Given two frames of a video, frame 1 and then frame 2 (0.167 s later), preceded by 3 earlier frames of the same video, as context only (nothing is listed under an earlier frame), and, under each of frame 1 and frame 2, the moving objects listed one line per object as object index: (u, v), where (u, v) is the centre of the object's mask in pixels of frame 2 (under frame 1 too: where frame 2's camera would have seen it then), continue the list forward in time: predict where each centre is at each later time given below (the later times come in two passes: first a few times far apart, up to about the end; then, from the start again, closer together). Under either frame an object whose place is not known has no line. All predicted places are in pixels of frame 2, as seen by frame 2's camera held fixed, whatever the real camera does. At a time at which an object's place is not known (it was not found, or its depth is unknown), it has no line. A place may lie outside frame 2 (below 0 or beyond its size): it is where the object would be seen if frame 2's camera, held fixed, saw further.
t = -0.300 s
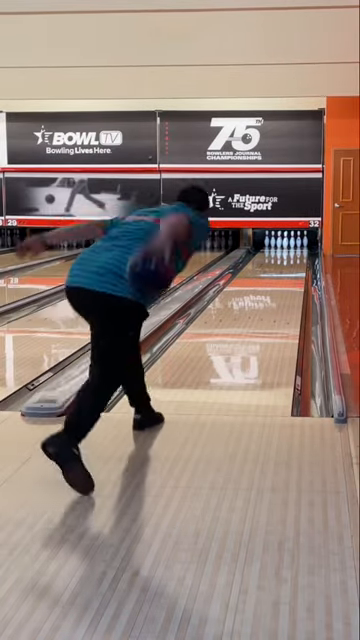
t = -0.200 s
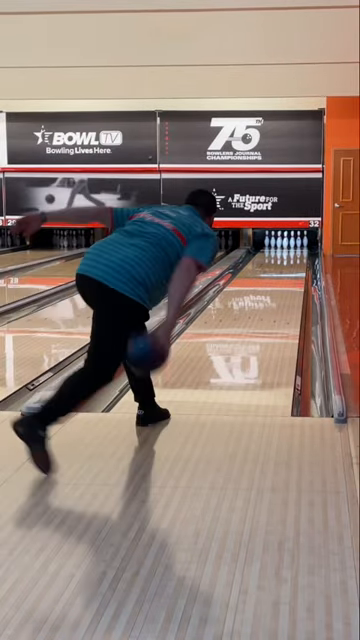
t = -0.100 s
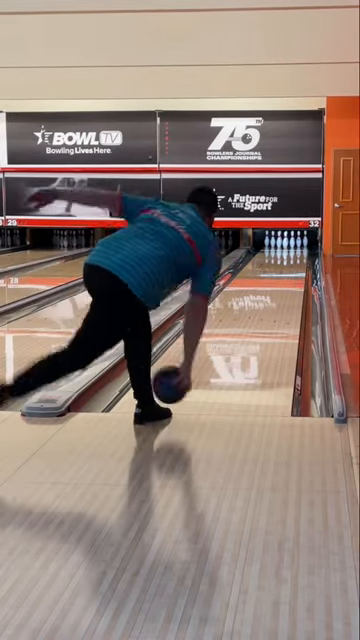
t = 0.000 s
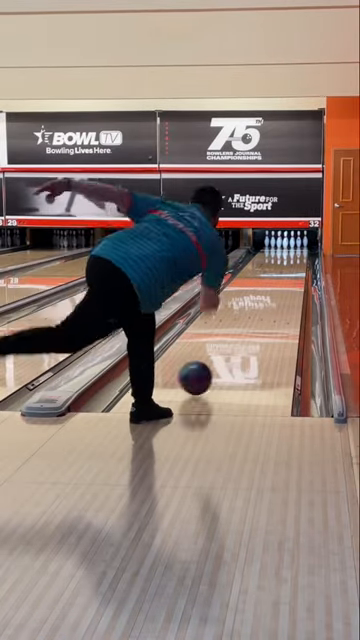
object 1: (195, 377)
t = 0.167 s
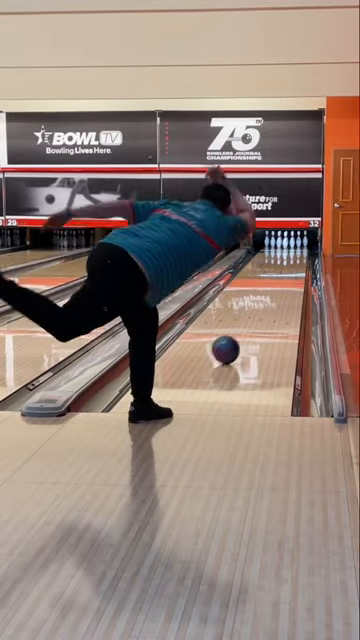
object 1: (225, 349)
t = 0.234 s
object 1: (235, 340)
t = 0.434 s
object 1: (257, 318)
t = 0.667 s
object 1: (276, 300)
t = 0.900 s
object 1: (288, 286)
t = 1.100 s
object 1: (297, 277)
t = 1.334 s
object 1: (302, 269)
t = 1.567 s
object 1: (309, 262)
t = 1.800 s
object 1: (309, 258)
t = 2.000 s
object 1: (312, 255)
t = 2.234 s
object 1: (313, 250)
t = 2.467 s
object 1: (312, 248)
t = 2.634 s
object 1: (313, 247)
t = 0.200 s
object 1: (230, 345)
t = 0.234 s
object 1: (235, 340)
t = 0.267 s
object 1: (239, 336)
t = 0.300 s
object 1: (243, 332)
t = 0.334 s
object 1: (247, 328)
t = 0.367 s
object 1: (250, 325)
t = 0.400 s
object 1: (254, 322)
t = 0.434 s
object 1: (257, 318)
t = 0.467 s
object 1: (260, 315)
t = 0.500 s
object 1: (263, 312)
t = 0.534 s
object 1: (266, 309)
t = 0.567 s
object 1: (268, 307)
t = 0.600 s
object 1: (271, 304)
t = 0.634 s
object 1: (273, 302)
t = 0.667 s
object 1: (276, 300)
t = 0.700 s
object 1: (278, 297)
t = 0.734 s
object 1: (279, 295)
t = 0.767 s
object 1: (281, 293)
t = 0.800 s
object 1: (283, 292)
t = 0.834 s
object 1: (285, 289)
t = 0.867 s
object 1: (287, 288)
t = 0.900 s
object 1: (288, 286)
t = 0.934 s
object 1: (290, 284)
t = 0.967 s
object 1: (291, 283)
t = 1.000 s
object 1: (293, 281)
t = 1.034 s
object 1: (294, 280)
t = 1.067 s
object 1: (295, 278)
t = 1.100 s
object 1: (297, 277)
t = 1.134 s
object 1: (297, 276)
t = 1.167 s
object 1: (298, 274)
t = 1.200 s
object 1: (299, 273)
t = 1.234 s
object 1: (300, 272)
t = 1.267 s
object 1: (301, 271)
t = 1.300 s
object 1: (302, 270)
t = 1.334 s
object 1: (302, 269)
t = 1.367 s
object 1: (303, 268)
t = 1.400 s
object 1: (303, 267)
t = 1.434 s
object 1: (305, 265)
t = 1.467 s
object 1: (306, 265)
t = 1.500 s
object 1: (306, 263)
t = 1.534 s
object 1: (307, 262)
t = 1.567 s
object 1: (309, 262)
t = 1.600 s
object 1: (308, 260)
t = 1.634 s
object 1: (307, 260)
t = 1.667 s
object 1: (307, 259)
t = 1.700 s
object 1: (308, 259)
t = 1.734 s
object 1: (309, 258)
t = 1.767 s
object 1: (309, 258)
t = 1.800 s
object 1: (309, 258)
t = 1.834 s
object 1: (310, 259)
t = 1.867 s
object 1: (310, 259)
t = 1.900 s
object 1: (312, 258)
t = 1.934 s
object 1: (312, 257)
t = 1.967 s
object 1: (312, 255)
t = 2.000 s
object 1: (312, 255)
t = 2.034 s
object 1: (312, 255)
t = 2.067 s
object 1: (312, 254)
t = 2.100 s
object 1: (312, 253)
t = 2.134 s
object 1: (313, 253)
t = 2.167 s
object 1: (313, 254)
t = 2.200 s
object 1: (313, 253)
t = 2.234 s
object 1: (313, 250)
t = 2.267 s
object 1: (313, 250)
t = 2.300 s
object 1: (313, 250)
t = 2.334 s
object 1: (313, 250)
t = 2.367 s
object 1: (312, 250)
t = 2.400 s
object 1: (312, 250)
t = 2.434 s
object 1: (312, 249)
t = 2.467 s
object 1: (312, 248)
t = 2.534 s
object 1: (313, 248)
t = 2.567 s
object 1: (313, 247)
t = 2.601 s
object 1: (313, 247)
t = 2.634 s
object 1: (313, 247)
